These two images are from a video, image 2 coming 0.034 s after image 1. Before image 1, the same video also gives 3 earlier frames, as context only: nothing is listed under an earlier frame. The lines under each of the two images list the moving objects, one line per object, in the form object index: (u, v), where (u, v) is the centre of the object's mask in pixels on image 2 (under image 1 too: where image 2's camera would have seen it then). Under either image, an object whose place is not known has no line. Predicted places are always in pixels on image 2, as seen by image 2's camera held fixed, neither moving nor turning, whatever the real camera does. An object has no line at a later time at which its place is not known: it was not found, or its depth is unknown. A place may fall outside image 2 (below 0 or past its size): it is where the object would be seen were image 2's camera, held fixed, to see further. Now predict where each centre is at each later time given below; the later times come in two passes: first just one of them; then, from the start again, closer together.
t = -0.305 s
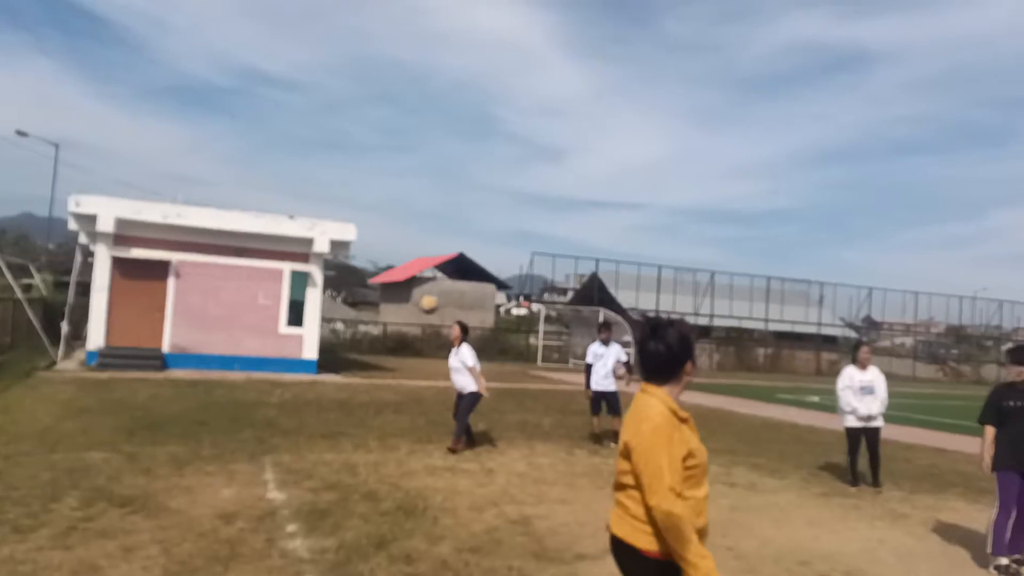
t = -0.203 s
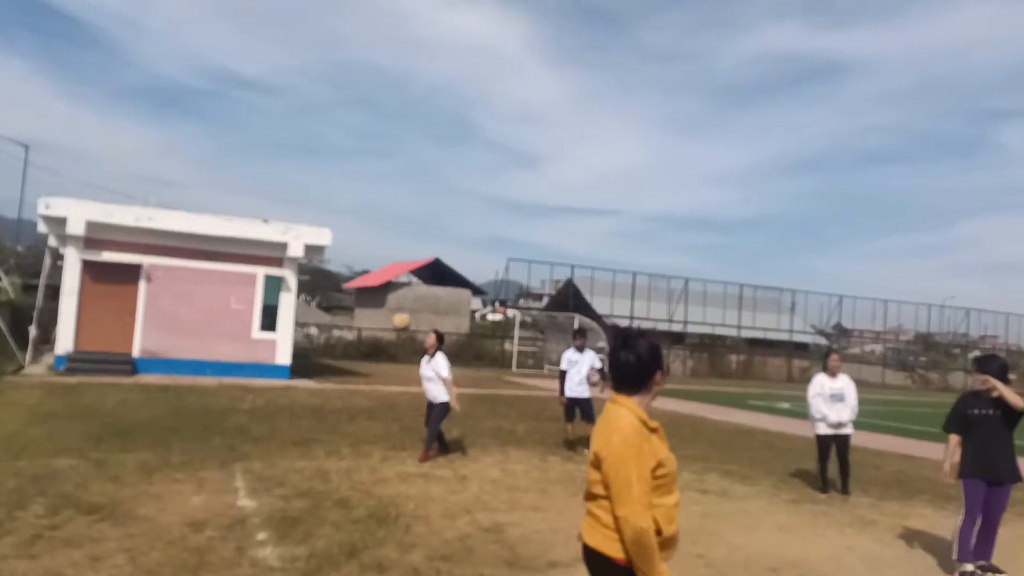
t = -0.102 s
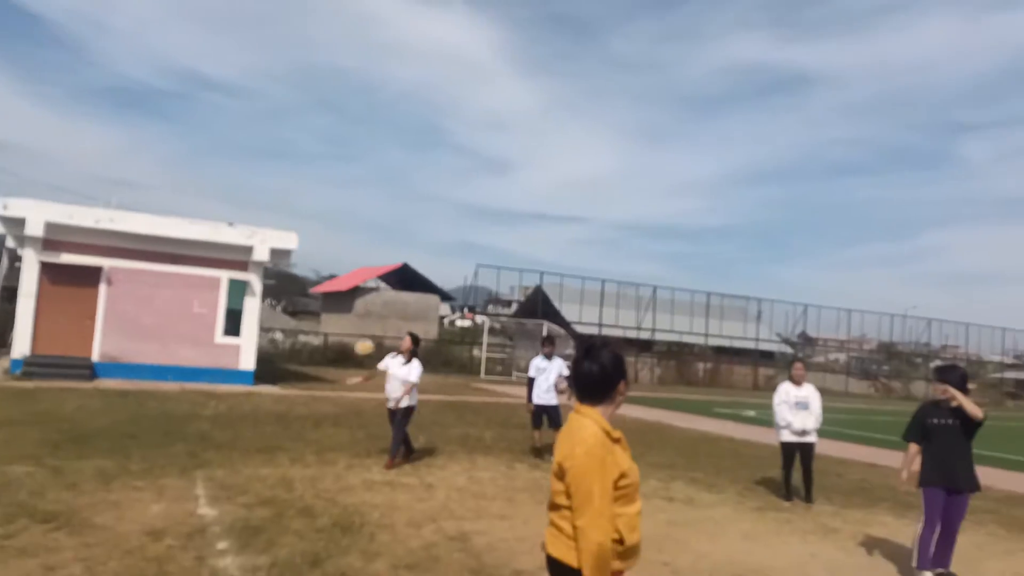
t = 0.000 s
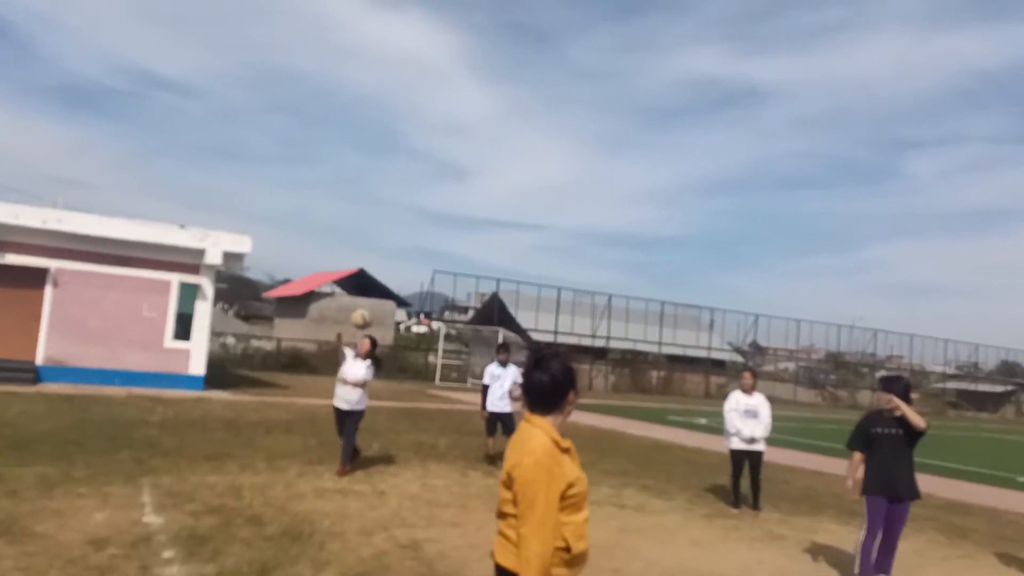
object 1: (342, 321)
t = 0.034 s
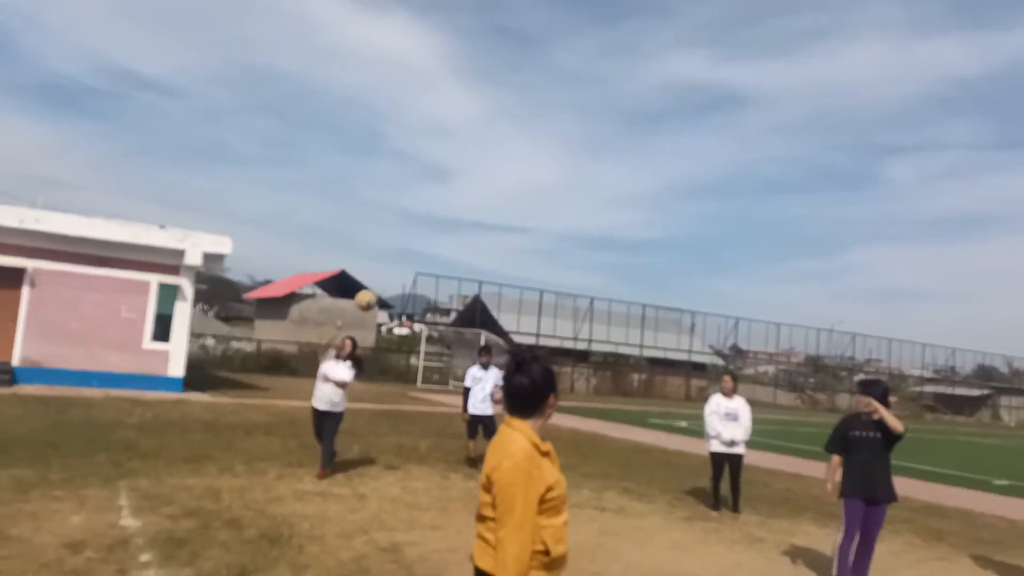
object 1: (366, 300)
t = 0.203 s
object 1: (498, 204)
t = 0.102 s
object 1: (415, 261)
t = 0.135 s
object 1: (442, 242)
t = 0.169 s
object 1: (470, 223)
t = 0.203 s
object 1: (498, 204)
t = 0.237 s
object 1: (529, 186)
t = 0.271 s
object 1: (560, 169)
